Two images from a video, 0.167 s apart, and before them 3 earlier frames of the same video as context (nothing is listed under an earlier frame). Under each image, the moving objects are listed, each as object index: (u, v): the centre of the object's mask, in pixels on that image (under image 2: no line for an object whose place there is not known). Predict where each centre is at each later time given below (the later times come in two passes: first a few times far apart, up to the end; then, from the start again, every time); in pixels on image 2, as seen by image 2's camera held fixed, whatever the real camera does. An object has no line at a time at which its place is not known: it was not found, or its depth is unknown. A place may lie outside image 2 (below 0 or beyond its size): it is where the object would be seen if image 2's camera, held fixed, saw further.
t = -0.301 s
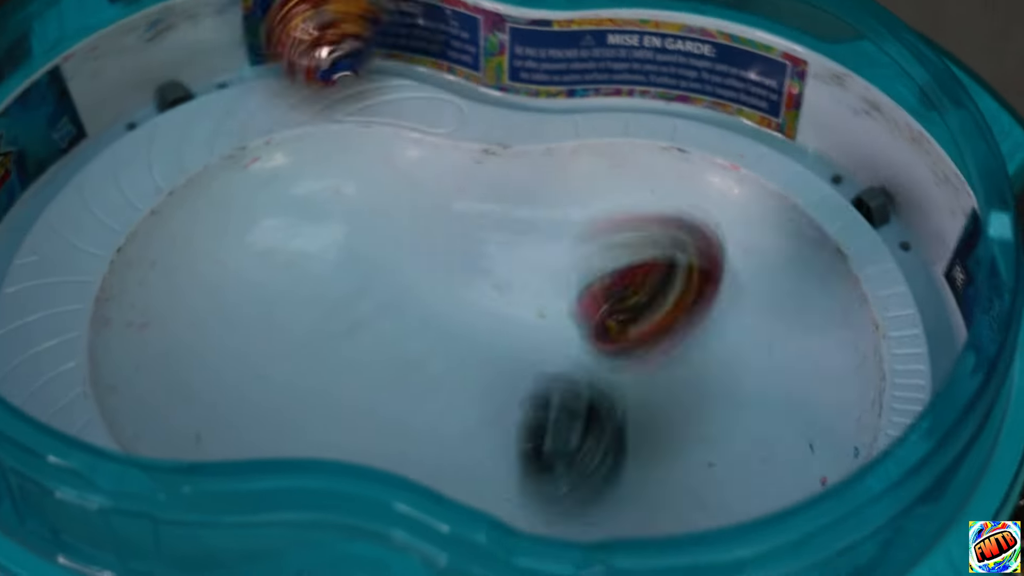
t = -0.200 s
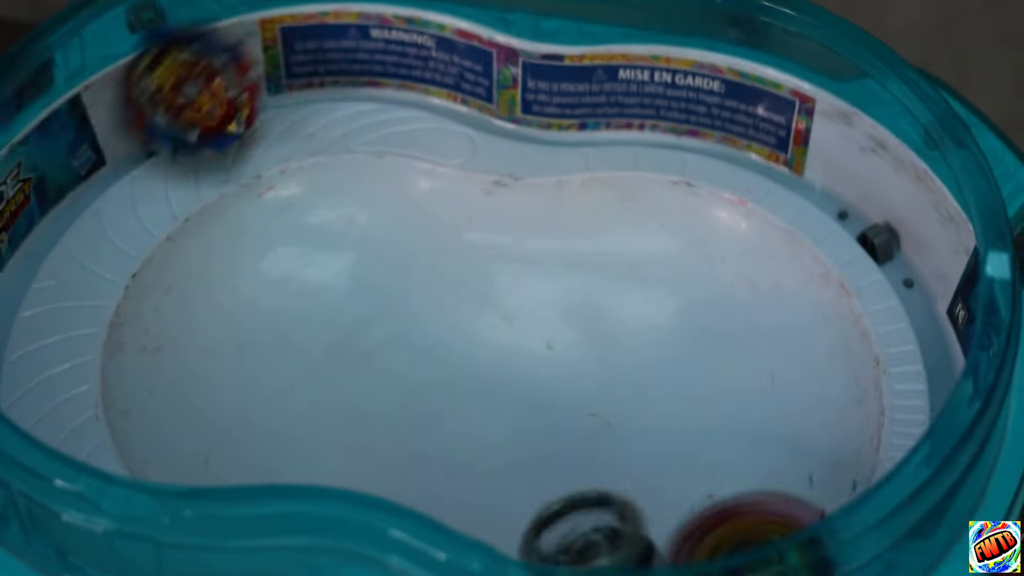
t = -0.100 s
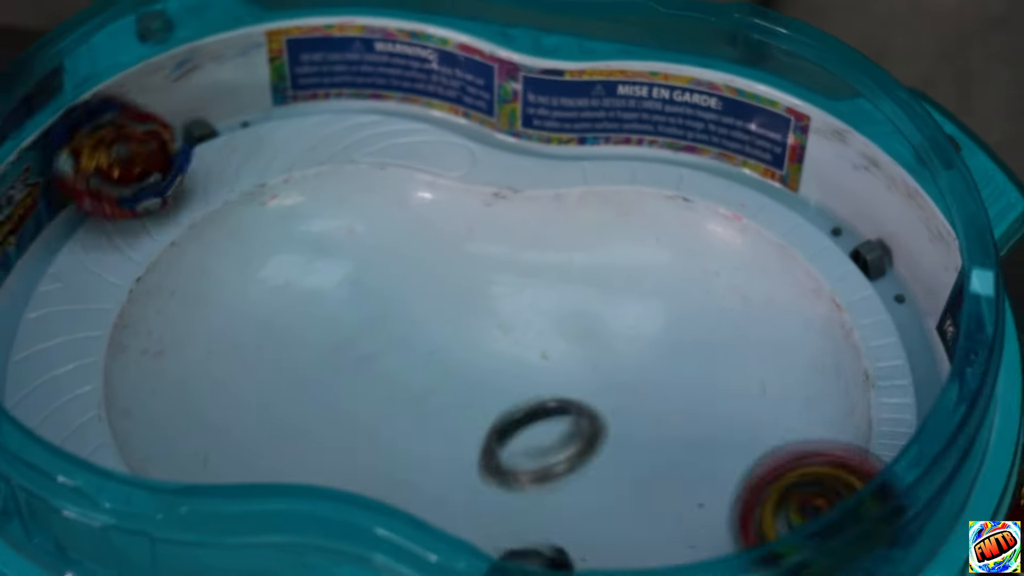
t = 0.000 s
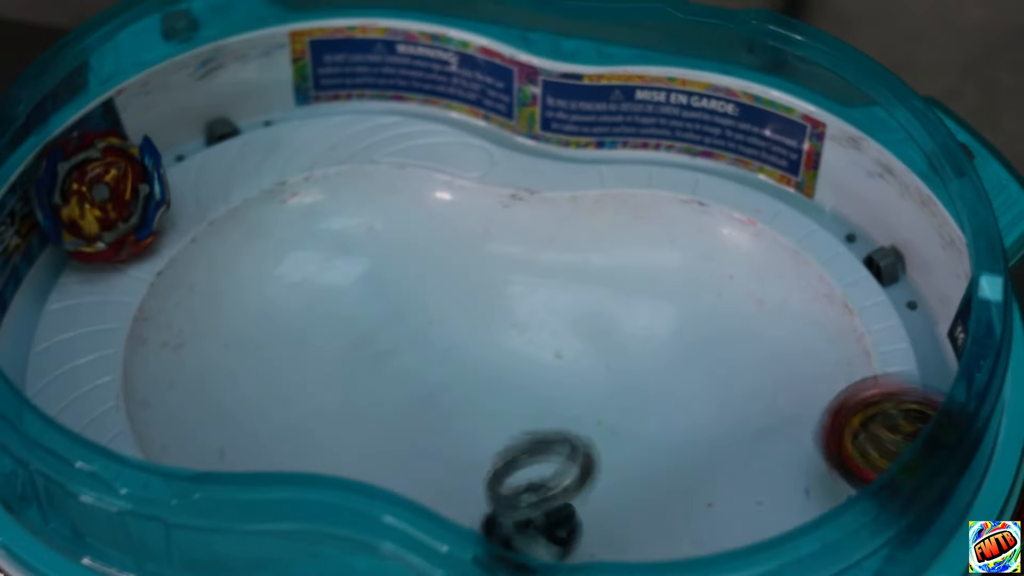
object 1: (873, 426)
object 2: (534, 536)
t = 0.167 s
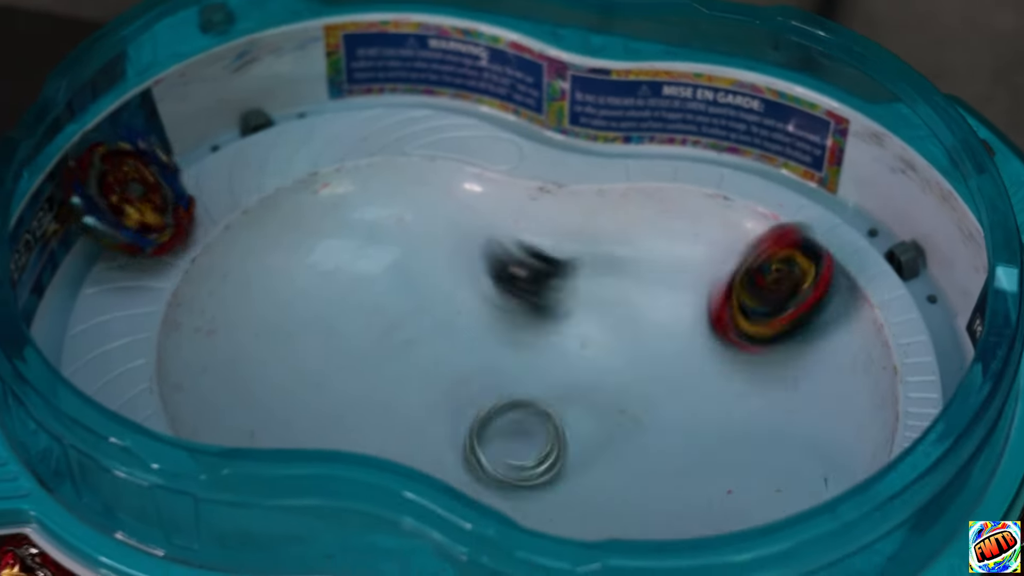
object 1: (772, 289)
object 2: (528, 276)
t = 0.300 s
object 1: (707, 271)
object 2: (276, 174)
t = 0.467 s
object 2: (235, 184)
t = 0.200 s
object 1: (758, 276)
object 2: (453, 242)
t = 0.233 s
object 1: (740, 269)
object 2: (389, 215)
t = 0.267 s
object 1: (724, 267)
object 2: (322, 185)
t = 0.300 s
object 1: (707, 271)
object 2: (276, 174)
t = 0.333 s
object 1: (690, 279)
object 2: (235, 179)
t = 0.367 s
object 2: (229, 178)
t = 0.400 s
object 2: (229, 177)
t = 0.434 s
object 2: (231, 182)
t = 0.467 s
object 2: (235, 184)
